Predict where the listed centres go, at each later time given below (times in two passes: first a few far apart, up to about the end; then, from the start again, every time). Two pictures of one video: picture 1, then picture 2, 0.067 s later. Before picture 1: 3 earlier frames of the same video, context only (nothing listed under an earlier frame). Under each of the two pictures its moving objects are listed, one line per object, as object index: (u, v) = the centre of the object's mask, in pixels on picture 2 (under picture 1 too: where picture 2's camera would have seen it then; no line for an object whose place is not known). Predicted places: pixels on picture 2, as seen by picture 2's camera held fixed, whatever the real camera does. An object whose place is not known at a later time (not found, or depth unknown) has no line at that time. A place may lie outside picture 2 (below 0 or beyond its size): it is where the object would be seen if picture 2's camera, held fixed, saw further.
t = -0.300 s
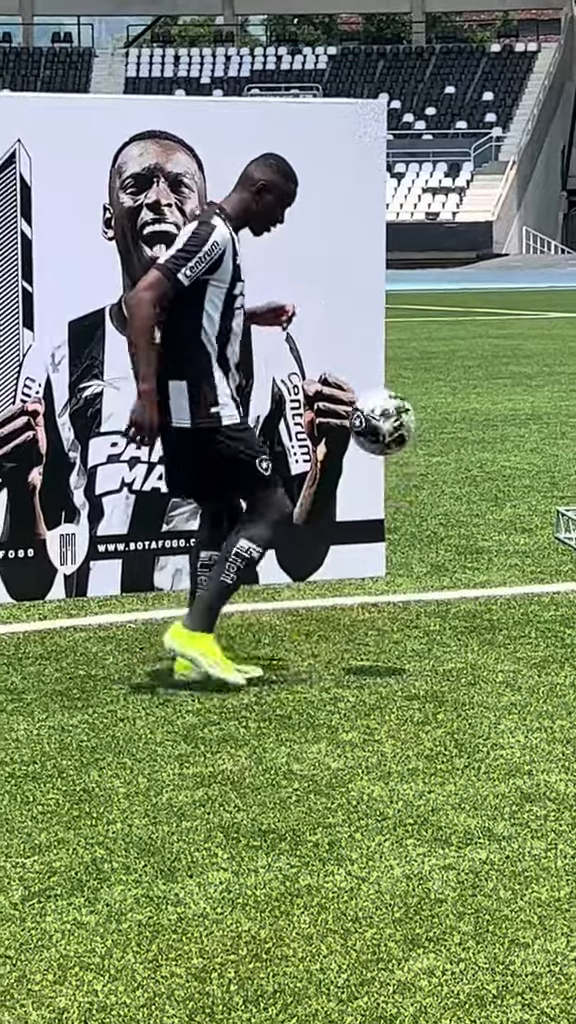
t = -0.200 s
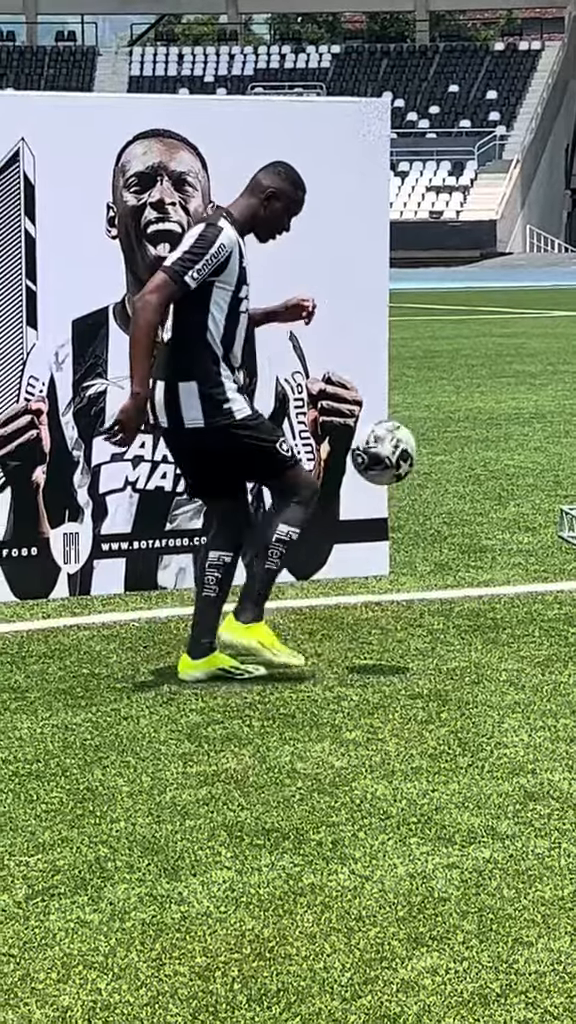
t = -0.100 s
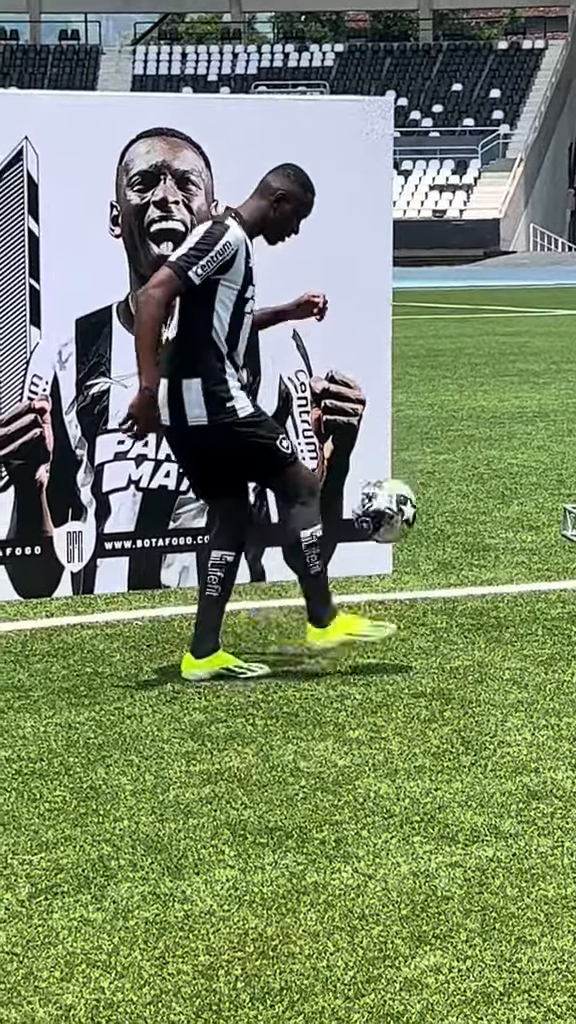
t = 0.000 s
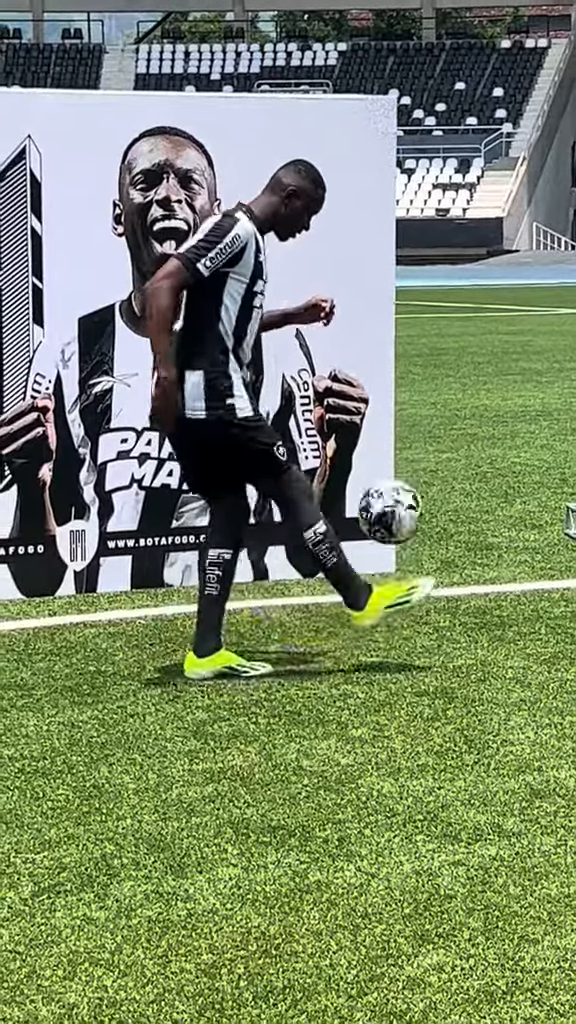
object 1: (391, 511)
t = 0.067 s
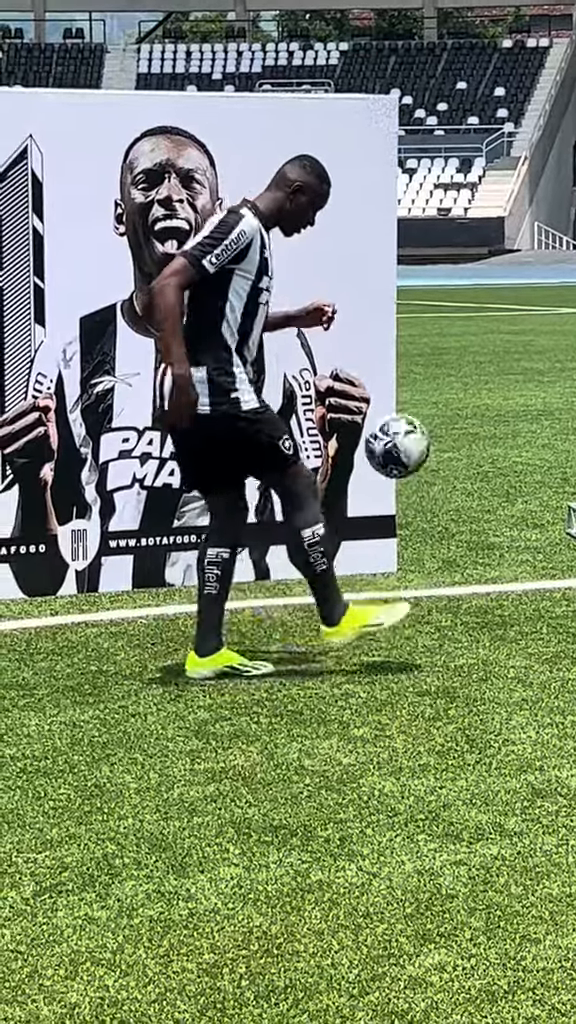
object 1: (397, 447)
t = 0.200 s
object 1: (407, 352)
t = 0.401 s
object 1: (422, 308)
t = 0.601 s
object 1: (438, 385)
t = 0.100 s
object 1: (400, 417)
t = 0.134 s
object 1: (402, 392)
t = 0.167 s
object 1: (405, 370)
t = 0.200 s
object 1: (407, 352)
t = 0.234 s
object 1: (410, 336)
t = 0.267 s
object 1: (412, 324)
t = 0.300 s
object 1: (415, 315)
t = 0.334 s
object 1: (417, 310)
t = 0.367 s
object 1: (420, 307)
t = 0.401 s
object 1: (422, 308)
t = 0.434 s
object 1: (424, 313)
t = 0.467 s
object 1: (427, 320)
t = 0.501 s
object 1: (429, 331)
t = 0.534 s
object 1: (432, 346)
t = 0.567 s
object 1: (435, 364)
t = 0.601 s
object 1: (438, 385)
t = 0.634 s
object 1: (441, 409)
